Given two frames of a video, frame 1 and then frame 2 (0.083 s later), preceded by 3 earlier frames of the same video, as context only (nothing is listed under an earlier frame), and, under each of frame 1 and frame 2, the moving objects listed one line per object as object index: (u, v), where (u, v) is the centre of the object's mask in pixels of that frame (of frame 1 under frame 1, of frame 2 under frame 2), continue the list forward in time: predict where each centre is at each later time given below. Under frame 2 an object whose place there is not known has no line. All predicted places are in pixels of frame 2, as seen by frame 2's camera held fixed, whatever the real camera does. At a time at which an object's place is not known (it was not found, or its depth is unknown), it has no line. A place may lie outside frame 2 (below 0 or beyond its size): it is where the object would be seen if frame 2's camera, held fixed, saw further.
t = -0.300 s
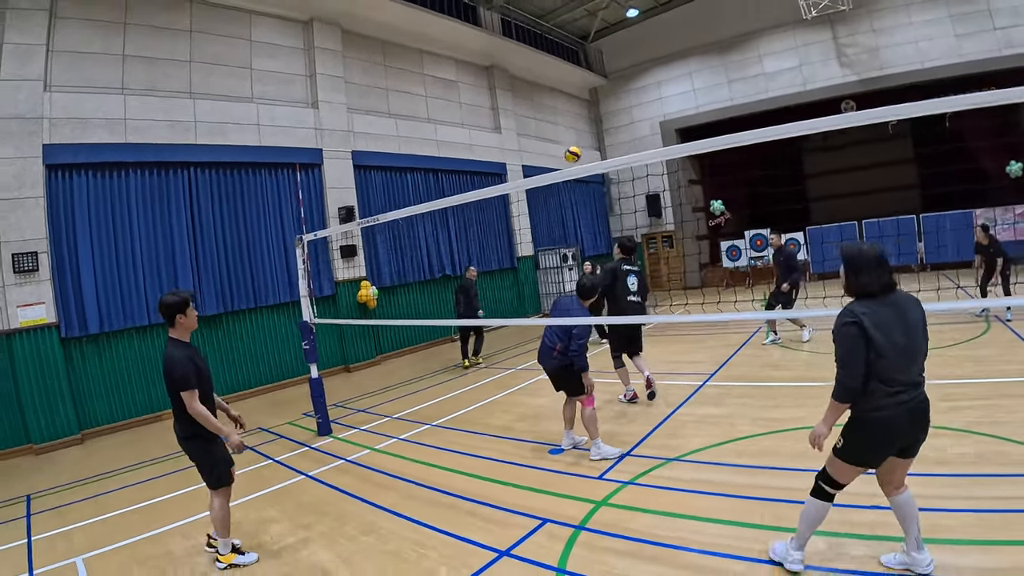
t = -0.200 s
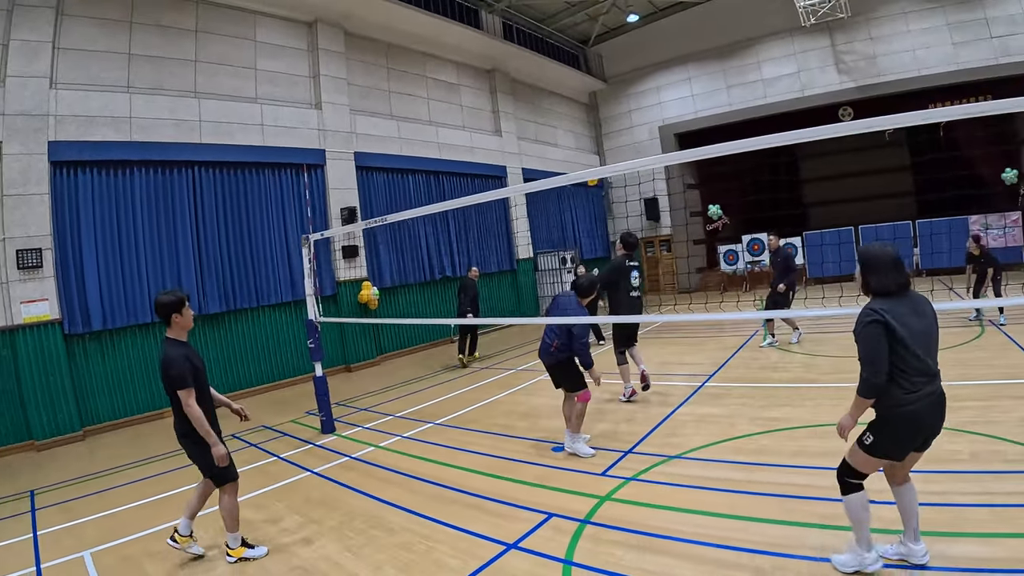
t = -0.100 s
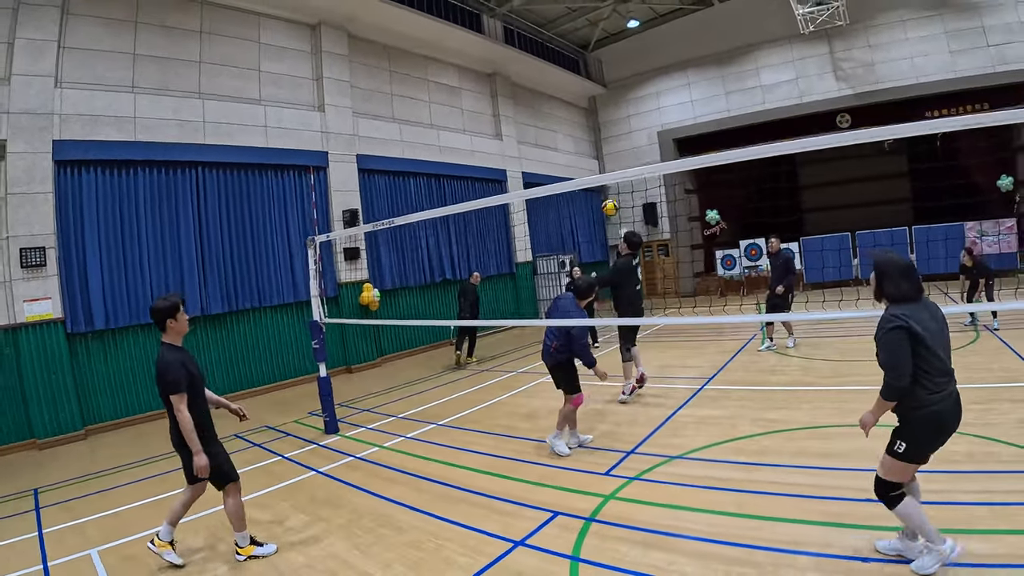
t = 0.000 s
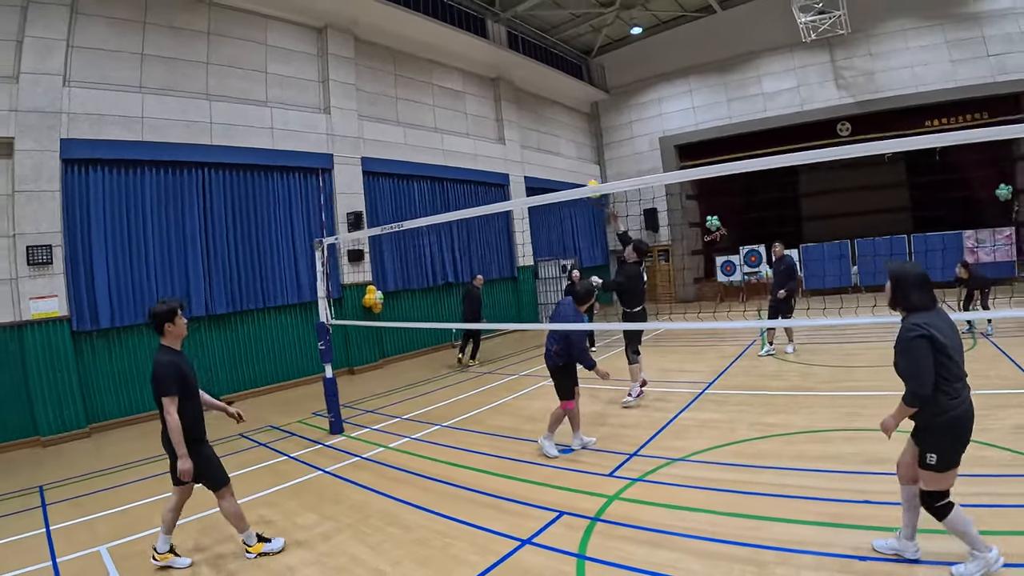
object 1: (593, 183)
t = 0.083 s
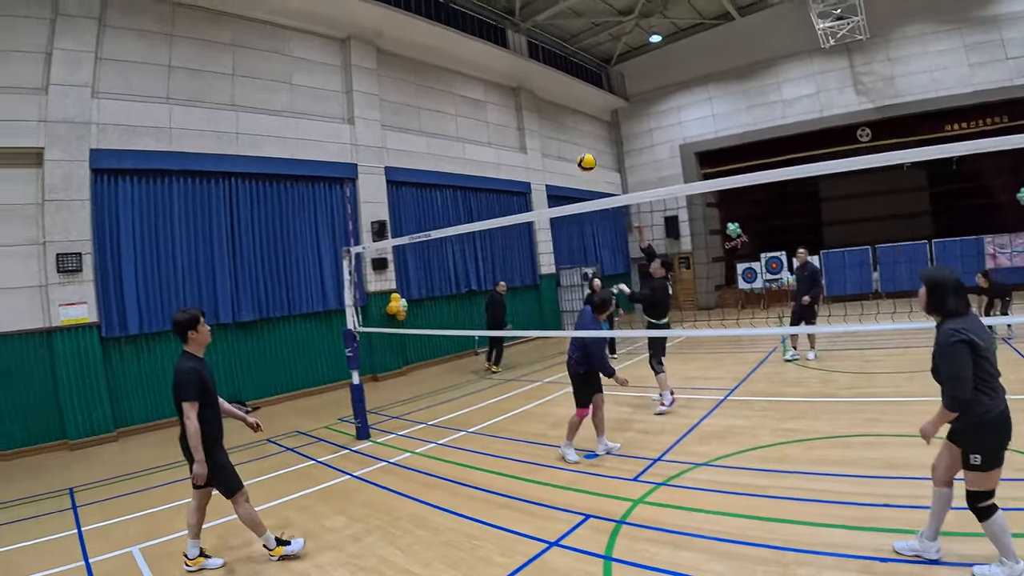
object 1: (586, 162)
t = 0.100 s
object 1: (581, 156)
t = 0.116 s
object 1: (576, 150)
